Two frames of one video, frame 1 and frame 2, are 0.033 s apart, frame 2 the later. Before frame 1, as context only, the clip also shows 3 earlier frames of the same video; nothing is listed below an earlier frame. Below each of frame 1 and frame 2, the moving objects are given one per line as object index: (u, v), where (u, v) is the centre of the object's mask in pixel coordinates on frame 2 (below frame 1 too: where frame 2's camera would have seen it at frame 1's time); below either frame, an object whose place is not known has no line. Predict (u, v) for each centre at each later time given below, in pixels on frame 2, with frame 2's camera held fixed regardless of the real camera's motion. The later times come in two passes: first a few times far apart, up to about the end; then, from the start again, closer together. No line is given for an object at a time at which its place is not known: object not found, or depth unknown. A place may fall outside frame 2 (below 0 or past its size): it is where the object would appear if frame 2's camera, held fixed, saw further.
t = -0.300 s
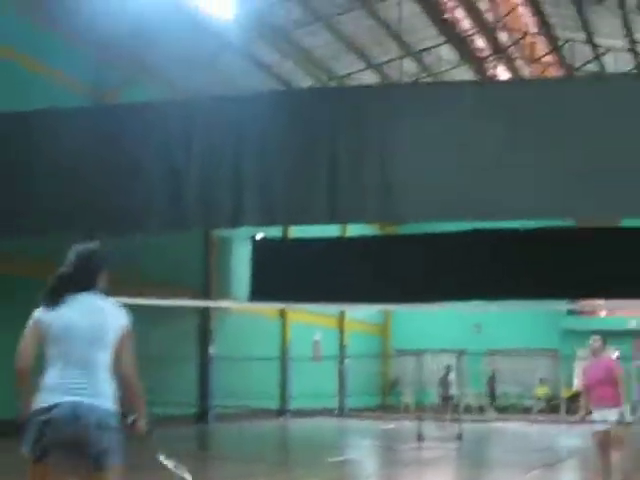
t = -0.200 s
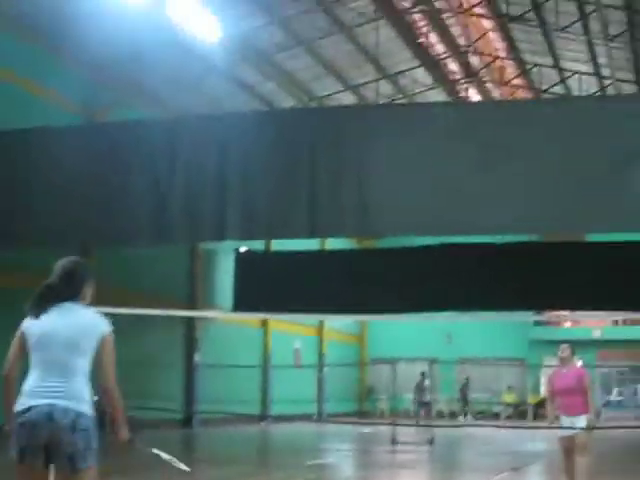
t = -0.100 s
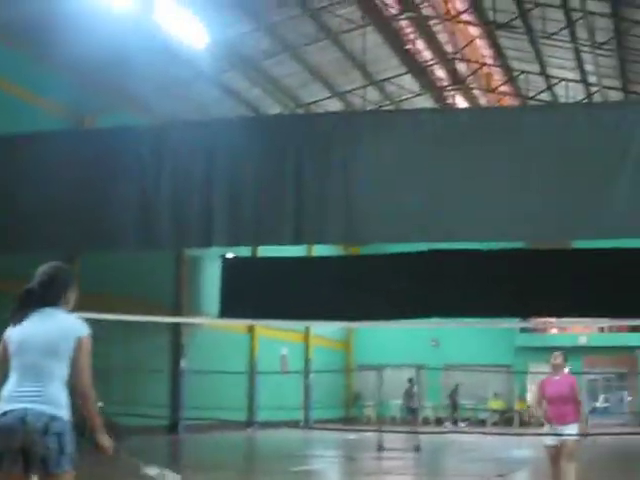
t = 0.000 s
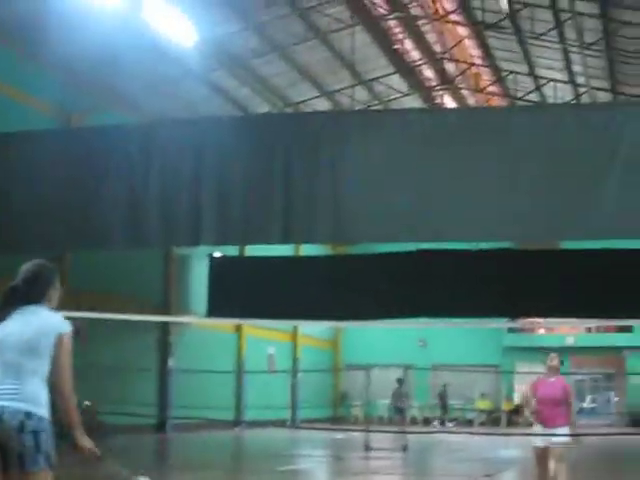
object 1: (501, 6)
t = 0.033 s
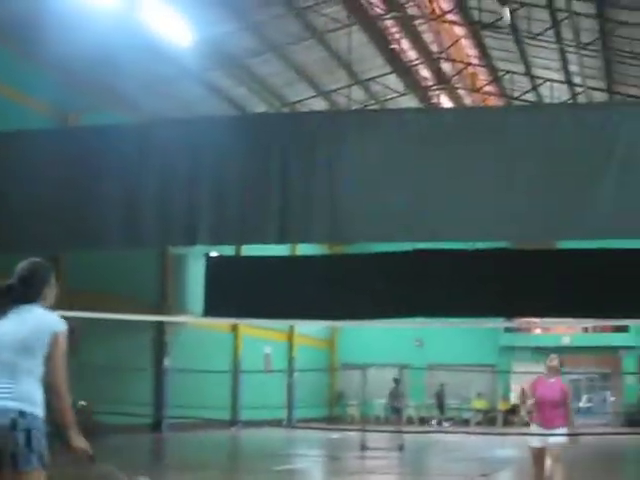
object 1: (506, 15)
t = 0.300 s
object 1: (545, 131)
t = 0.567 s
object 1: (572, 275)
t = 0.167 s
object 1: (529, 69)
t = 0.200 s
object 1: (534, 85)
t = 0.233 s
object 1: (536, 99)
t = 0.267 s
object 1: (540, 116)
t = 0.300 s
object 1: (545, 131)
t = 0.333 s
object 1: (549, 148)
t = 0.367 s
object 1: (553, 165)
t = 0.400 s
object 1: (556, 182)
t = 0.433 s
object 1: (559, 200)
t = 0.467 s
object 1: (563, 218)
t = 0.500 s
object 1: (566, 235)
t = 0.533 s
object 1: (570, 257)
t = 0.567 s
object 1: (572, 275)
